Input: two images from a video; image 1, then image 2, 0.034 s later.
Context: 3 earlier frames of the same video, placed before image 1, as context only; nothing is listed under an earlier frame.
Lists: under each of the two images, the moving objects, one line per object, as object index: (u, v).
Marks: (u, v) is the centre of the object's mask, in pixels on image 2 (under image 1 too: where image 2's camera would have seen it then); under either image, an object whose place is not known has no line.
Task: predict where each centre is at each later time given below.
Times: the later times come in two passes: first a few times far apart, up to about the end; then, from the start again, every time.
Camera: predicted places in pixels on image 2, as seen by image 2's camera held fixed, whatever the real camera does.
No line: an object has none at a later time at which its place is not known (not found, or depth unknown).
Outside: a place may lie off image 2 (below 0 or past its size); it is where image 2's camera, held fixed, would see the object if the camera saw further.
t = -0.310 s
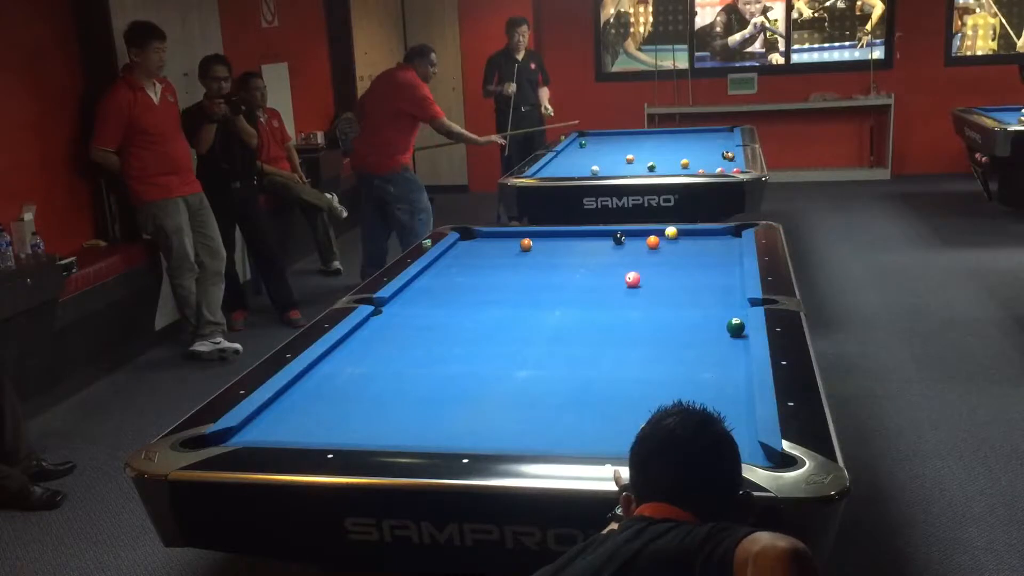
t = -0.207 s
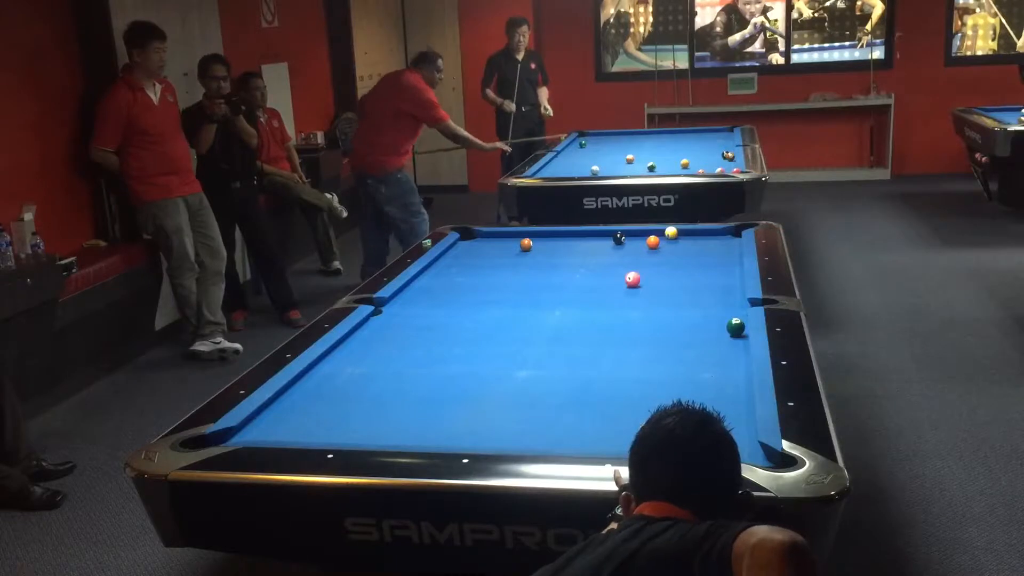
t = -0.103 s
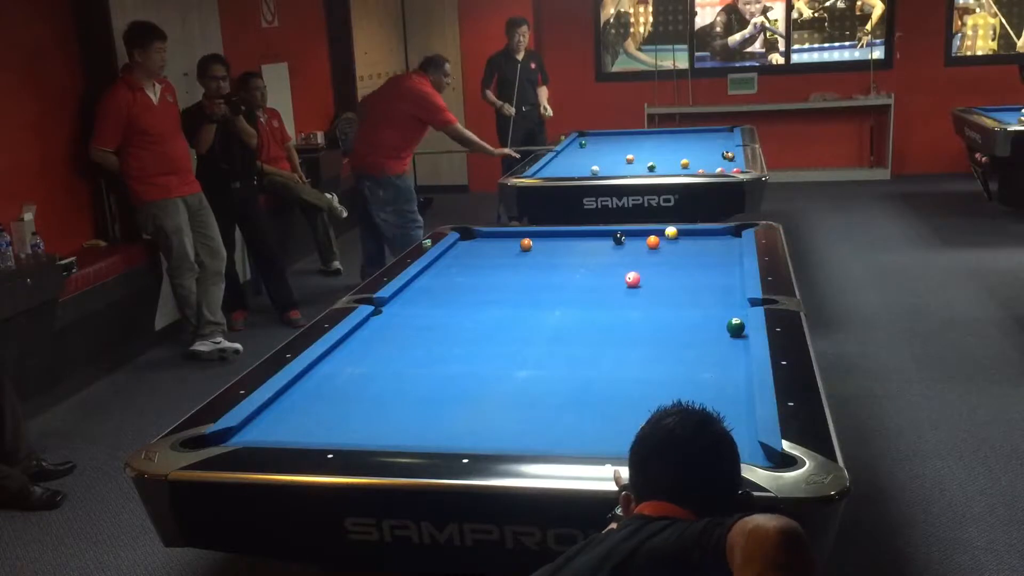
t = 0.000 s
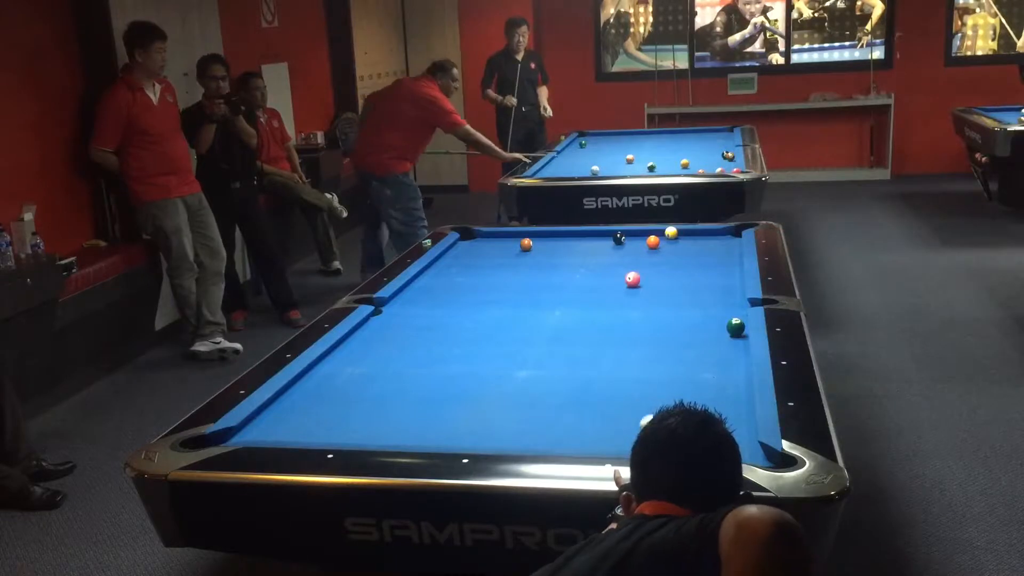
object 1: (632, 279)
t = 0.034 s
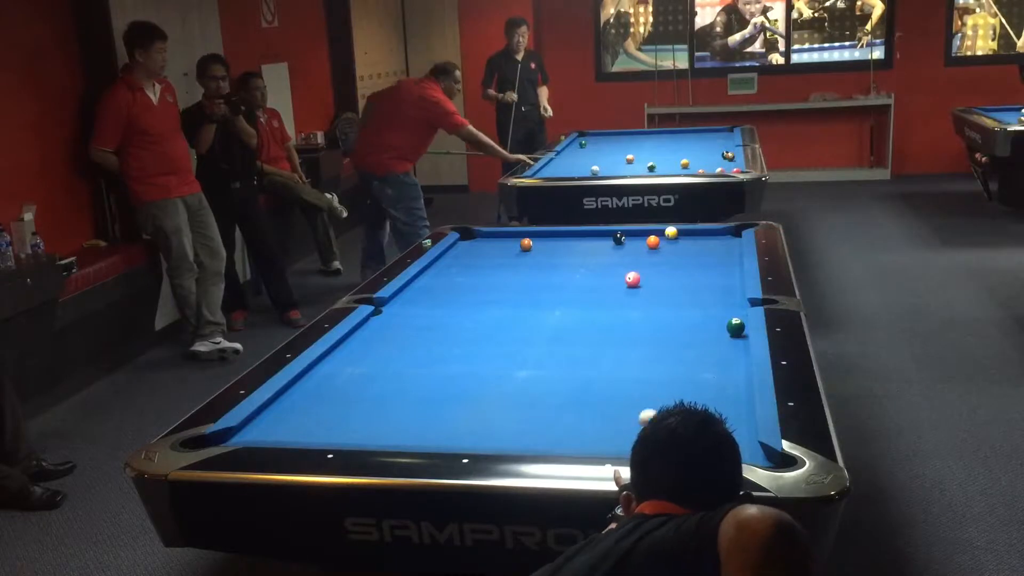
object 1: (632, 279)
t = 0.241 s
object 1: (633, 279)
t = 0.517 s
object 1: (633, 279)
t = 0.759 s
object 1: (632, 279)
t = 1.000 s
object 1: (633, 279)
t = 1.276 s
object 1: (634, 276)
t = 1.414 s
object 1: (641, 271)
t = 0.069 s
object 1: (632, 279)
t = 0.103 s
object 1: (632, 279)
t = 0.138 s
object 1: (633, 279)
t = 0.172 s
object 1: (633, 279)
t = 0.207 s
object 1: (633, 279)
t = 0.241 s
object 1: (633, 279)
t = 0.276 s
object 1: (633, 279)
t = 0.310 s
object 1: (633, 279)
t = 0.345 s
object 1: (633, 279)
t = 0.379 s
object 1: (633, 279)
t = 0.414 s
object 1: (633, 279)
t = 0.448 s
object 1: (633, 279)
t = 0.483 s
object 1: (633, 279)
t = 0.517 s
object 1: (633, 279)
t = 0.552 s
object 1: (633, 279)
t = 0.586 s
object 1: (633, 279)
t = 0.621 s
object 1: (633, 279)
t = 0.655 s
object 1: (633, 279)
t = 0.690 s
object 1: (633, 279)
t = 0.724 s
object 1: (632, 279)
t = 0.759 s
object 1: (632, 279)
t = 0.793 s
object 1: (633, 279)
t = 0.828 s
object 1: (632, 279)
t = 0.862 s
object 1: (632, 279)
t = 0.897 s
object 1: (632, 279)
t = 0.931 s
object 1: (633, 279)
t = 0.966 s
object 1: (633, 279)
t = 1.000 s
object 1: (633, 279)
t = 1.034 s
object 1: (633, 279)
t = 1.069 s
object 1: (633, 279)
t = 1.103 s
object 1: (633, 278)
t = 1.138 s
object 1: (633, 278)
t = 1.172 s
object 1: (633, 277)
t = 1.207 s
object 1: (633, 277)
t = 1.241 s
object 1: (634, 276)
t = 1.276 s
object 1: (634, 276)
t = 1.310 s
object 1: (637, 275)
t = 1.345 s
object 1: (638, 273)
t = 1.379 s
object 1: (639, 272)
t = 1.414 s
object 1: (641, 271)
